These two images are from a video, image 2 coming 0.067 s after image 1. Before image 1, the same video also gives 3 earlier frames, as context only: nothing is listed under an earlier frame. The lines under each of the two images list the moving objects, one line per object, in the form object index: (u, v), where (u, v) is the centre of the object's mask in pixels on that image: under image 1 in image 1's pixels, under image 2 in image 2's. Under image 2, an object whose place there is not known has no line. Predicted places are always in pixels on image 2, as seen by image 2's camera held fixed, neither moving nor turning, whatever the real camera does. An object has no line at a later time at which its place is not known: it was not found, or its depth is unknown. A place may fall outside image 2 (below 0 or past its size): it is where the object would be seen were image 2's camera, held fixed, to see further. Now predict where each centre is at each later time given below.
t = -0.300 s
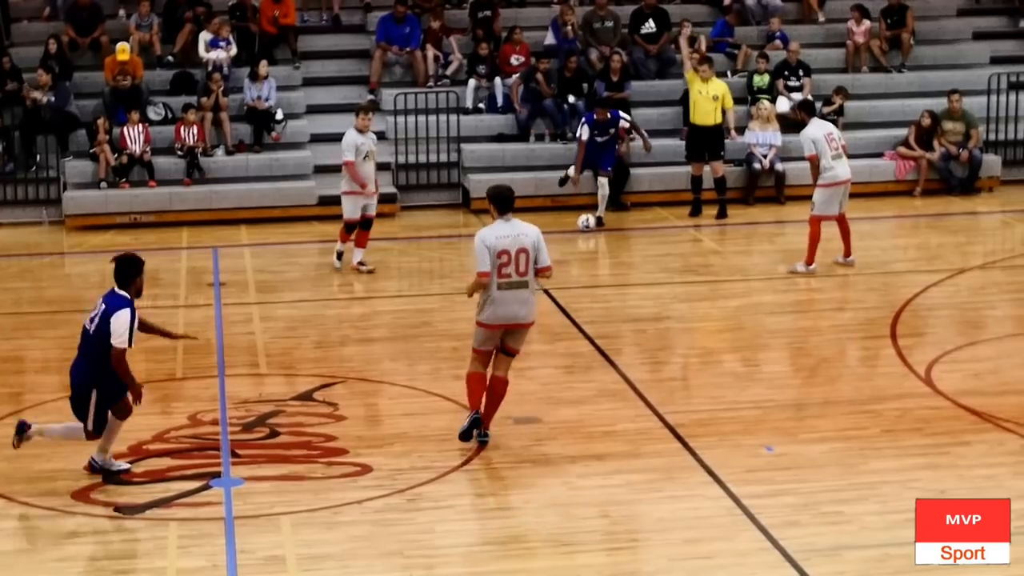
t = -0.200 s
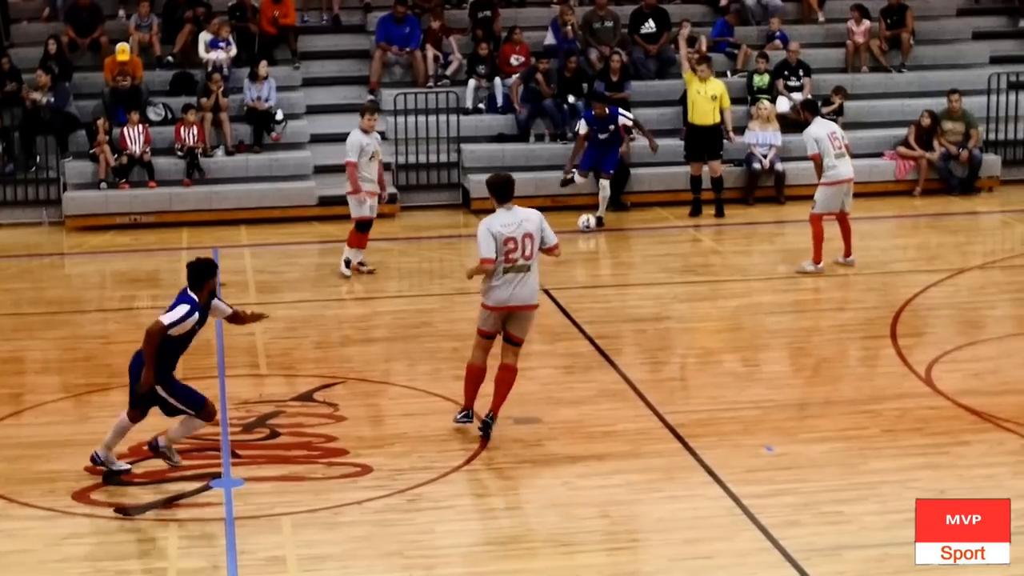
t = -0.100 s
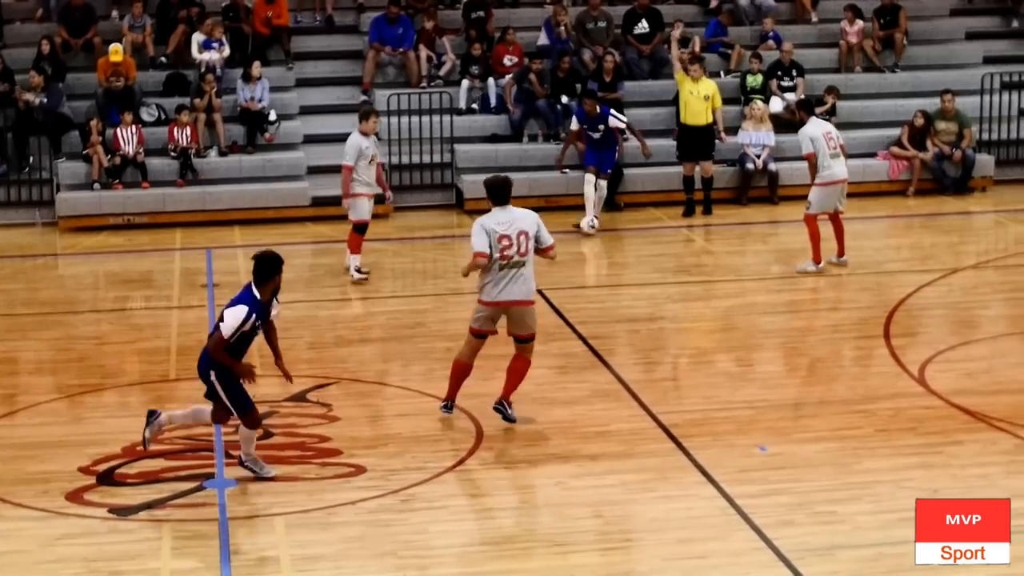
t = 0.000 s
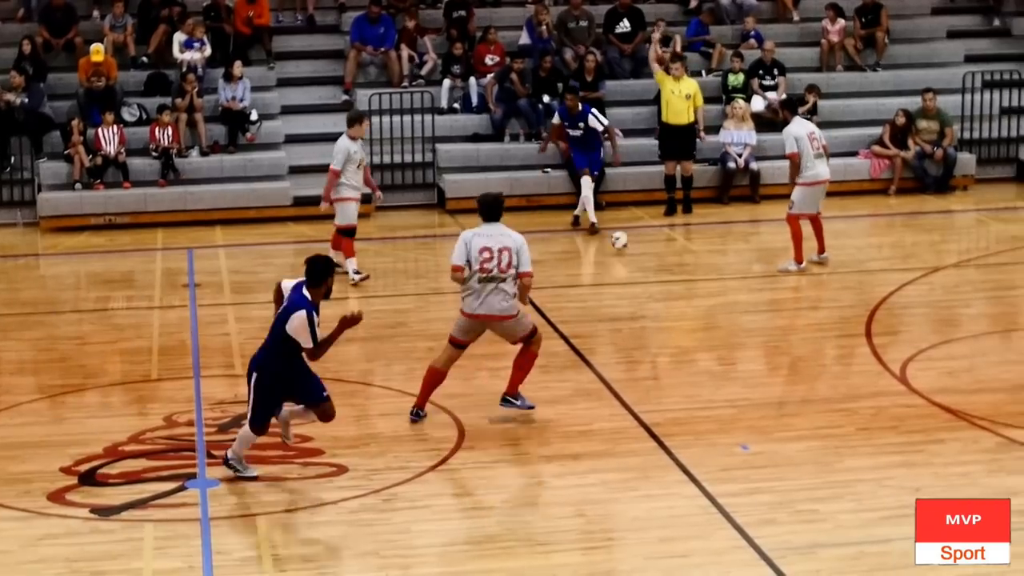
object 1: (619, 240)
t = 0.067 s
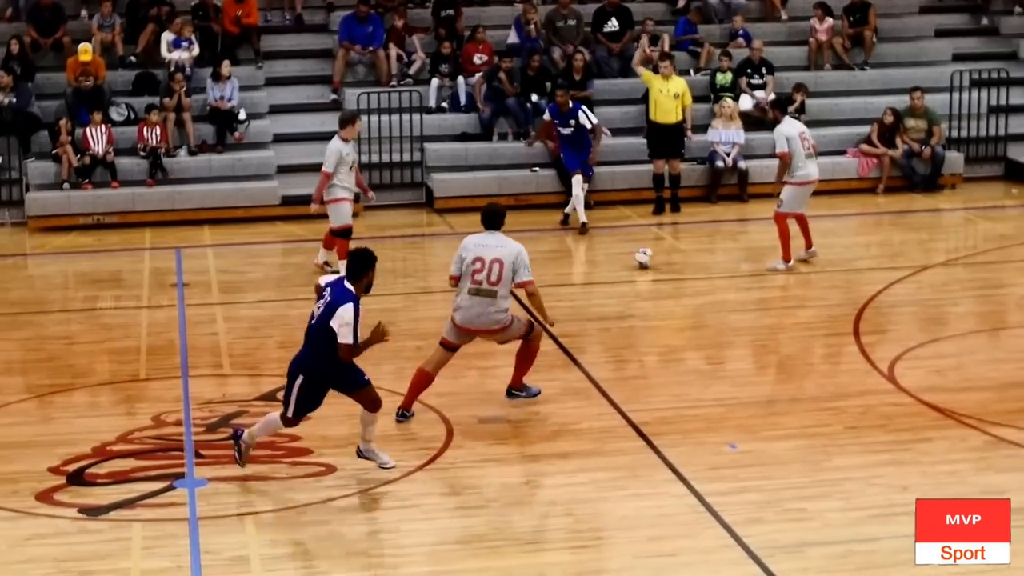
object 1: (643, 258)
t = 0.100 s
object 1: (660, 264)
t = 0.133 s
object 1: (678, 271)
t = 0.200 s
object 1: (716, 288)
